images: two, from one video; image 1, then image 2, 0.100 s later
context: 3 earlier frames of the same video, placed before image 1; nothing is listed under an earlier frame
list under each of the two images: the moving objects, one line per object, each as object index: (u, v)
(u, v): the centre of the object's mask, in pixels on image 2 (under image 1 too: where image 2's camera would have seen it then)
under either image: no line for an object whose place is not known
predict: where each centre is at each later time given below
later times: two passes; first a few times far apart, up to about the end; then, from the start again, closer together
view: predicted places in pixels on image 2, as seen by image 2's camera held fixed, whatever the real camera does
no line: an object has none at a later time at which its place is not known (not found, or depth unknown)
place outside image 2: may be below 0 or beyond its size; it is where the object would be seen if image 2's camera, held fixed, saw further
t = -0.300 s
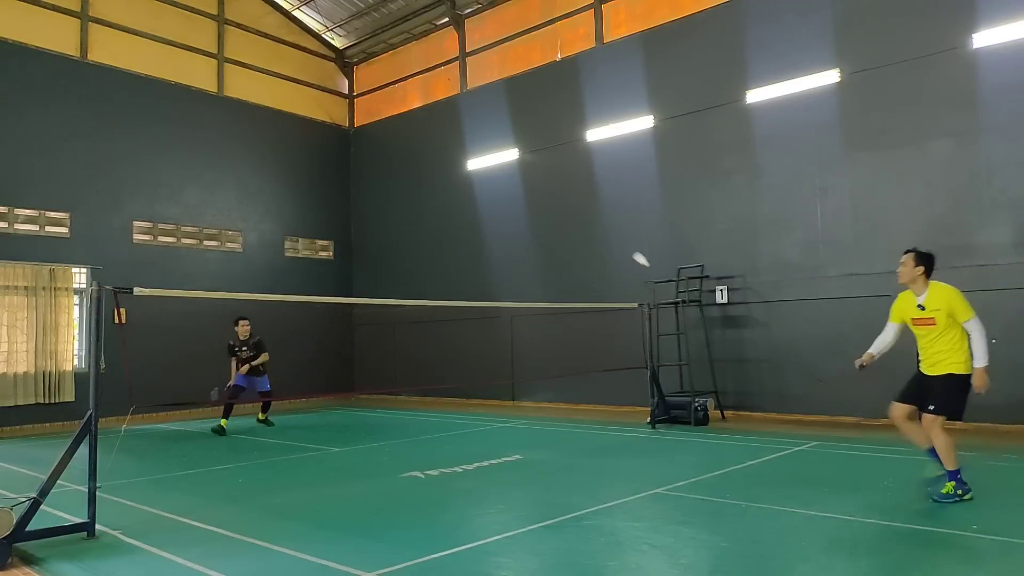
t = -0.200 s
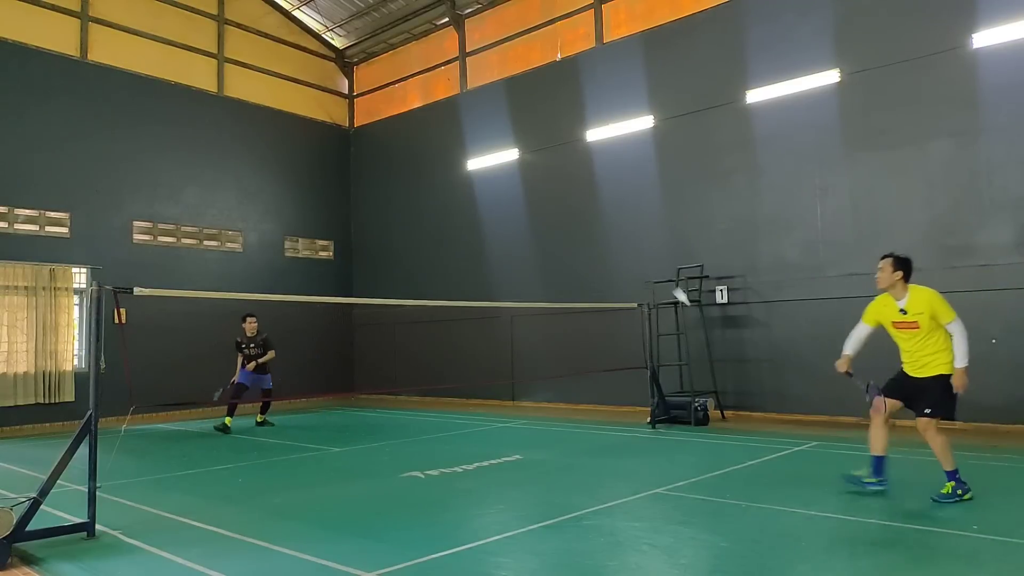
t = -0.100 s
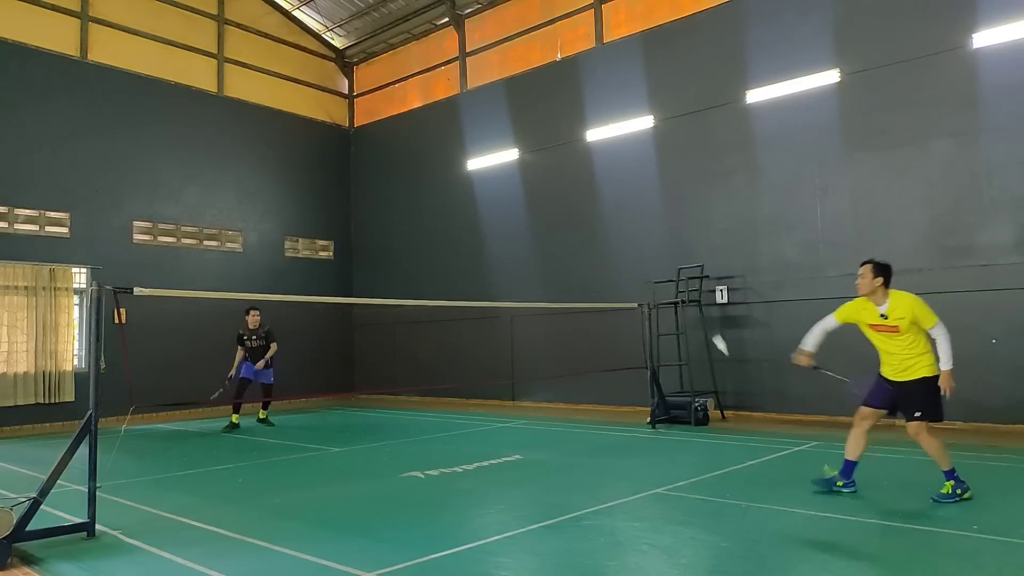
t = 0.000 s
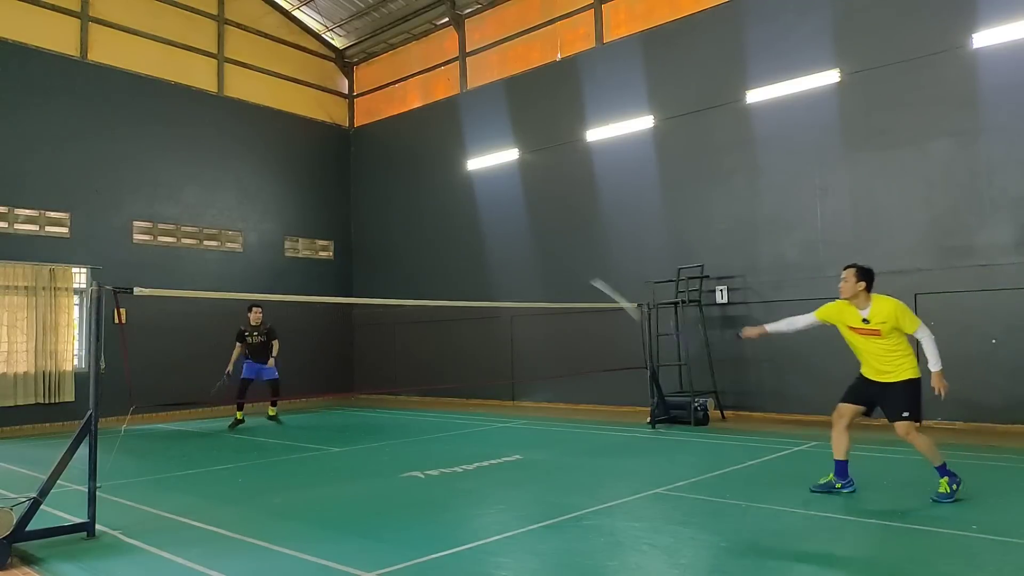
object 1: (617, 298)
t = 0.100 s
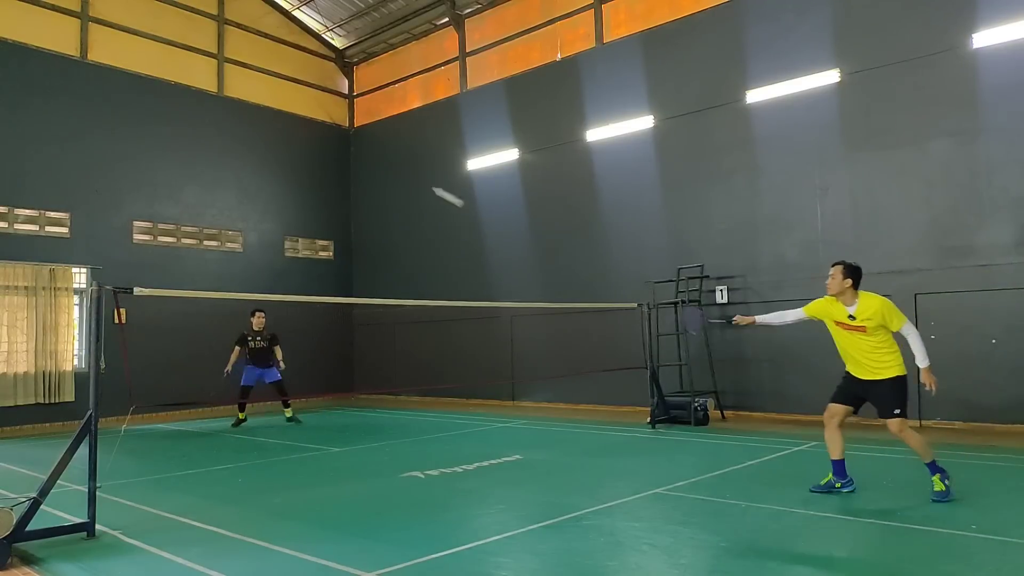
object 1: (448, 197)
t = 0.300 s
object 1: (292, 125)
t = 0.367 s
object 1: (261, 118)
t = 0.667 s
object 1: (165, 136)
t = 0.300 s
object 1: (292, 125)
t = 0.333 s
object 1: (276, 121)
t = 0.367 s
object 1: (261, 118)
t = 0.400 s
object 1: (247, 116)
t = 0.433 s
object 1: (234, 115)
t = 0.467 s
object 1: (222, 115)
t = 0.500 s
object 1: (211, 116)
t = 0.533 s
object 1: (200, 119)
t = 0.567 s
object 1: (191, 122)
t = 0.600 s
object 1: (182, 126)
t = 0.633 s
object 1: (173, 130)
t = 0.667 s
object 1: (165, 136)
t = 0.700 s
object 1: (158, 142)
